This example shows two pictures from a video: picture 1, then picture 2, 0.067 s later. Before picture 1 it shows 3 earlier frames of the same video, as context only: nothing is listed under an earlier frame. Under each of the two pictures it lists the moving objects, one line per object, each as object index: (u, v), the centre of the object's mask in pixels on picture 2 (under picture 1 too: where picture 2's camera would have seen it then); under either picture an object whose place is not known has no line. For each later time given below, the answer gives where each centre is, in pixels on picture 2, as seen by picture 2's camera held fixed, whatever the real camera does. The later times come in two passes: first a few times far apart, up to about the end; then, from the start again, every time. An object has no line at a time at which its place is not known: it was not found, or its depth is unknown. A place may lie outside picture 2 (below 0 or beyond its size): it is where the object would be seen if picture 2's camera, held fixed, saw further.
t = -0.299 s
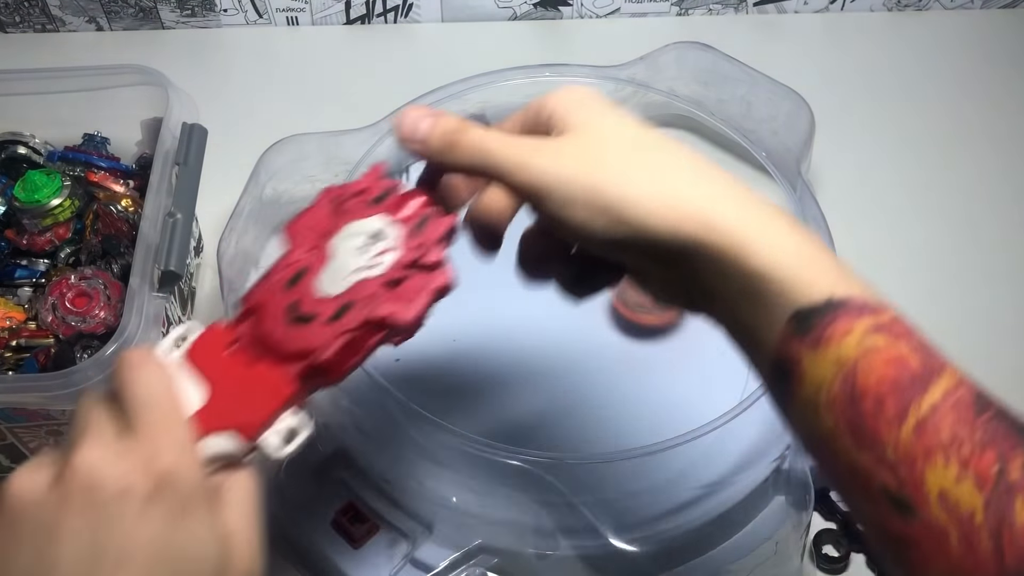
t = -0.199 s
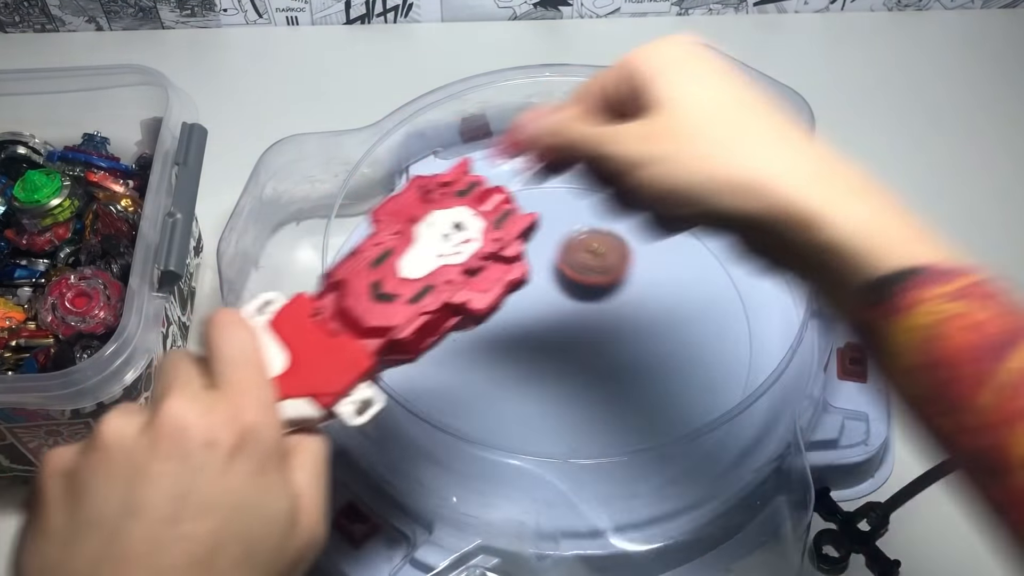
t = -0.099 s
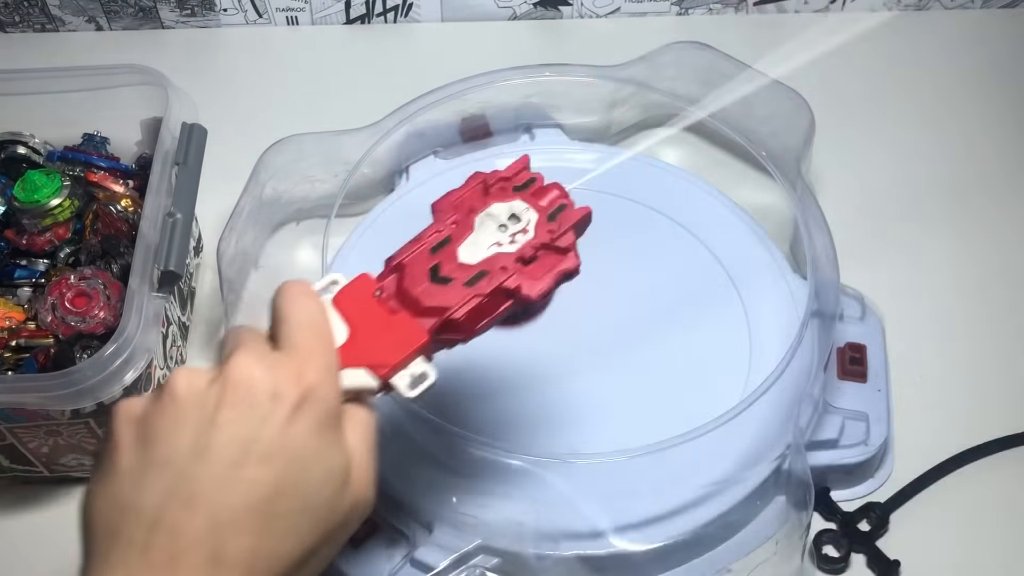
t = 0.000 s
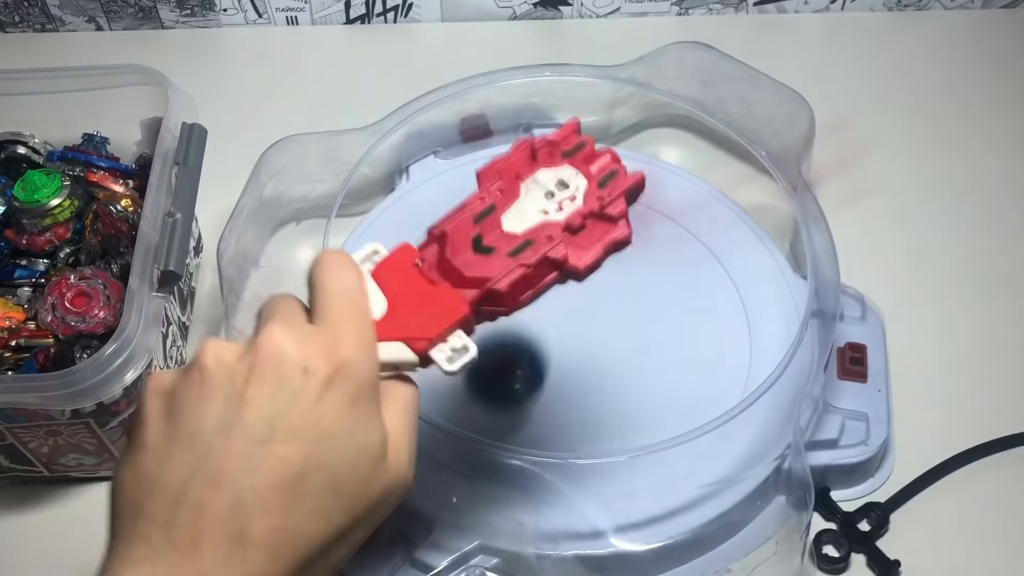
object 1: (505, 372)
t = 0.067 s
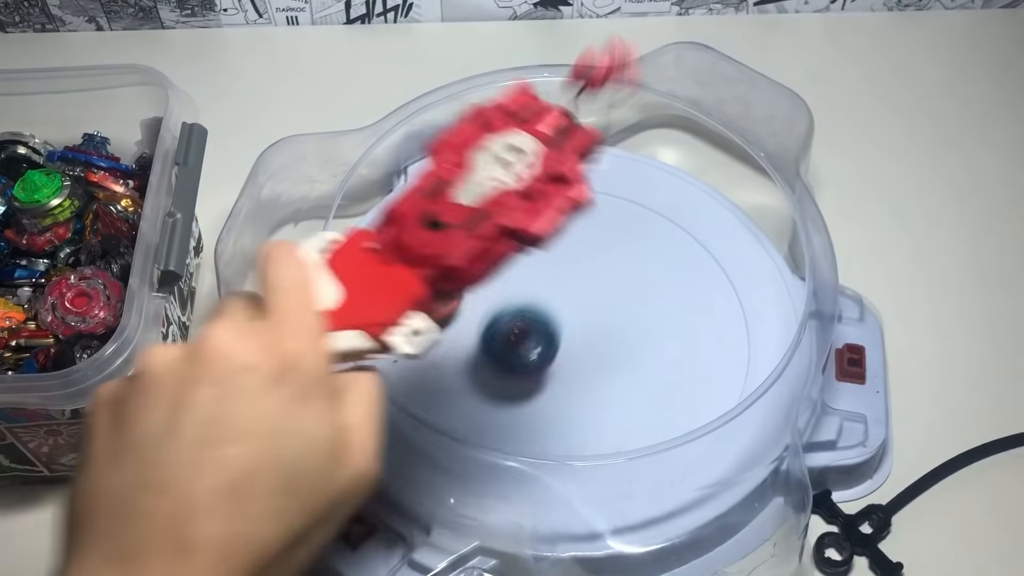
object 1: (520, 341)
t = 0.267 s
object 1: (576, 279)
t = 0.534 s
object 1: (550, 314)
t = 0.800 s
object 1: (636, 386)
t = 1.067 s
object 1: (667, 282)
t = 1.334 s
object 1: (498, 306)
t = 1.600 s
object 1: (596, 384)
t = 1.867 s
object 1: (646, 273)
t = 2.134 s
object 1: (501, 272)
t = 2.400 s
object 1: (526, 405)
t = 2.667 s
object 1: (676, 369)
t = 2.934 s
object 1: (600, 263)
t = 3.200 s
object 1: (470, 309)
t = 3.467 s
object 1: (531, 417)
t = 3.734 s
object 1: (652, 355)
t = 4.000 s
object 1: (580, 256)
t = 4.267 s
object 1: (468, 293)
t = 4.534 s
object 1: (530, 393)
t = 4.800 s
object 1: (653, 349)
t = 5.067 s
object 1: (607, 261)
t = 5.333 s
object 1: (499, 293)
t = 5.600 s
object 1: (513, 394)
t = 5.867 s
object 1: (626, 389)
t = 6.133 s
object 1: (612, 293)
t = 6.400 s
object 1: (514, 257)
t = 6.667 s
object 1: (483, 332)
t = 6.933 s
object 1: (560, 391)
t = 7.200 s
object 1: (638, 361)
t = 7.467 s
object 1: (637, 309)
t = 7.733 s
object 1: (603, 318)
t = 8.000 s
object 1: (663, 326)
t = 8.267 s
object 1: (651, 327)
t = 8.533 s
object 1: (654, 321)
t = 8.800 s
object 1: (659, 370)
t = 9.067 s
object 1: (675, 385)
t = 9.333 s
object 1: (604, 386)
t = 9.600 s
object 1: (544, 401)
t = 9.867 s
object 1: (497, 370)
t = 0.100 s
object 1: (530, 321)
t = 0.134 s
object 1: (539, 311)
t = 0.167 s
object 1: (547, 311)
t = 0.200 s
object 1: (557, 293)
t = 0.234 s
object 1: (567, 283)
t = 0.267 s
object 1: (576, 279)
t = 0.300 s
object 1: (579, 270)
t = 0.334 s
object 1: (582, 274)
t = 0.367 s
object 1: (580, 275)
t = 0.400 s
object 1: (576, 277)
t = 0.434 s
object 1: (570, 282)
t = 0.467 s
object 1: (562, 289)
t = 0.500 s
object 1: (554, 300)
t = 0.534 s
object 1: (550, 314)
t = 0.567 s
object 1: (549, 330)
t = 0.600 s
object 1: (552, 345)
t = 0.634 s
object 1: (559, 358)
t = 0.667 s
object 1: (569, 369)
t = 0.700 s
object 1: (584, 378)
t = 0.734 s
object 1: (600, 384)
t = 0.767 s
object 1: (618, 387)
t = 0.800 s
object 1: (636, 386)
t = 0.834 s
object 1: (653, 381)
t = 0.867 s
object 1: (669, 373)
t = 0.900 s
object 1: (681, 360)
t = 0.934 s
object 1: (689, 346)
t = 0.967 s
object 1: (693, 330)
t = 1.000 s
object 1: (691, 312)
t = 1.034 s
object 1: (682, 297)
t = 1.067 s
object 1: (667, 282)
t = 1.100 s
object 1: (648, 271)
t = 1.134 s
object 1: (625, 265)
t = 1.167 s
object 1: (601, 263)
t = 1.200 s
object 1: (576, 265)
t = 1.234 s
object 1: (552, 270)
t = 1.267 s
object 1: (530, 280)
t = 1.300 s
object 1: (510, 292)
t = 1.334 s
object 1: (498, 306)
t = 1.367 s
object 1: (497, 318)
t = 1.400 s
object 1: (499, 334)
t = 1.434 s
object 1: (505, 349)
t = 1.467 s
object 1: (515, 363)
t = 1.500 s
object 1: (531, 376)
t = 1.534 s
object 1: (552, 384)
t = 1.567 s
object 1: (574, 386)
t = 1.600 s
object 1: (596, 384)
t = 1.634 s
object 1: (617, 377)
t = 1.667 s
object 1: (634, 366)
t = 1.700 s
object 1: (648, 353)
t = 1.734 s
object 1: (657, 337)
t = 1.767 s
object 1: (662, 321)
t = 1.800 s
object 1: (661, 304)
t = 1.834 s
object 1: (656, 287)
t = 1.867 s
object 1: (646, 273)
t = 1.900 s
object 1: (632, 261)
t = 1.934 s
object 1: (615, 252)
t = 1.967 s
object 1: (596, 247)
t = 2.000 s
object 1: (576, 244)
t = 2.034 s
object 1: (555, 246)
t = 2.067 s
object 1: (535, 252)
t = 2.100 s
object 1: (517, 261)
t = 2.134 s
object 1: (501, 272)
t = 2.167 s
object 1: (490, 287)
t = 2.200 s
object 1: (482, 305)
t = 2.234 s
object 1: (478, 323)
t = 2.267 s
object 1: (479, 342)
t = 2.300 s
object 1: (485, 361)
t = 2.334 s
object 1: (494, 377)
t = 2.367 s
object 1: (509, 392)
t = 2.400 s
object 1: (526, 405)
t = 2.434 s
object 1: (548, 413)
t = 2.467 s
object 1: (569, 417)
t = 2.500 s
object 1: (592, 418)
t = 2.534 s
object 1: (614, 415)
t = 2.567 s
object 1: (635, 409)
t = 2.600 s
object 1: (653, 398)
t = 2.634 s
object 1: (667, 384)
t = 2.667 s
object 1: (676, 369)
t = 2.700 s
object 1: (681, 352)
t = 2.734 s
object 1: (680, 334)
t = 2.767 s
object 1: (676, 317)
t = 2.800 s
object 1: (666, 302)
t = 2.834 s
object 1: (653, 288)
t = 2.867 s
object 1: (638, 277)
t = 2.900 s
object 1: (619, 268)
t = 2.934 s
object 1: (600, 263)
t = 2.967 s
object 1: (580, 260)
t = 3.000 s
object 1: (560, 259)
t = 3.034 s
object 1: (541, 262)
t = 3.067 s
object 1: (522, 267)
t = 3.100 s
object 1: (505, 274)
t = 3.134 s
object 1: (491, 284)
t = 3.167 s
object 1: (479, 295)
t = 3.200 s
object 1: (470, 309)
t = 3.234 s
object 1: (464, 325)
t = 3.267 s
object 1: (461, 341)
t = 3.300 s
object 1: (462, 360)
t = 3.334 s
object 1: (468, 374)
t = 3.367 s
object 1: (478, 390)
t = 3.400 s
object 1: (493, 403)
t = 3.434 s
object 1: (511, 411)
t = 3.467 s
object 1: (531, 417)
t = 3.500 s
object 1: (551, 420)
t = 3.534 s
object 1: (572, 420)
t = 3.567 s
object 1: (592, 418)
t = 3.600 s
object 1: (610, 410)
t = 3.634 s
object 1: (625, 399)
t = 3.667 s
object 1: (638, 386)
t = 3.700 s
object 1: (647, 370)
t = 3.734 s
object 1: (652, 355)
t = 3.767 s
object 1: (653, 338)
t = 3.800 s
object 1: (651, 321)
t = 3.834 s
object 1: (645, 306)
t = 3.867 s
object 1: (636, 292)
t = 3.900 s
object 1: (625, 280)
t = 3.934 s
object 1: (611, 270)
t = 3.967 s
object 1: (596, 262)
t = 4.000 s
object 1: (580, 256)
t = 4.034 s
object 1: (563, 252)
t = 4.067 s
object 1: (547, 251)
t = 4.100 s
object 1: (530, 252)
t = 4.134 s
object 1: (513, 255)
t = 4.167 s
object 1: (498, 262)
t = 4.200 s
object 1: (485, 270)
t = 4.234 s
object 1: (475, 280)
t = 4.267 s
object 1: (468, 293)
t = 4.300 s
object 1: (464, 306)
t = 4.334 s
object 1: (463, 322)
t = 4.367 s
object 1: (466, 337)
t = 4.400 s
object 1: (473, 352)
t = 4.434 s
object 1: (483, 366)
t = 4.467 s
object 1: (496, 377)
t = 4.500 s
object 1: (512, 389)
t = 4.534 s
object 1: (530, 393)
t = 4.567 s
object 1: (550, 399)
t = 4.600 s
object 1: (569, 400)
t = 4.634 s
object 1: (588, 398)
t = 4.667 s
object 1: (606, 392)
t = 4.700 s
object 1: (622, 384)
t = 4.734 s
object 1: (635, 374)
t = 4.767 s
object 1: (646, 362)
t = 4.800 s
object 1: (653, 349)
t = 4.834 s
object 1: (658, 336)
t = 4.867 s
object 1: (659, 322)
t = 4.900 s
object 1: (656, 309)
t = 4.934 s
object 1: (652, 296)
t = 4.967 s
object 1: (645, 284)
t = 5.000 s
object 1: (634, 275)
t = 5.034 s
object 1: (622, 267)
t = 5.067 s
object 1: (607, 261)
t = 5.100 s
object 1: (592, 258)
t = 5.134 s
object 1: (577, 255)
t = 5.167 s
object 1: (562, 257)
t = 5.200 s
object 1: (547, 259)
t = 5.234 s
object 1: (532, 265)
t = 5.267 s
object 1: (519, 272)
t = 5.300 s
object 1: (508, 282)
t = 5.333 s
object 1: (499, 293)
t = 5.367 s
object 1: (493, 305)
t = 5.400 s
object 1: (489, 321)
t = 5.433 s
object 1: (487, 334)
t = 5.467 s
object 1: (487, 347)
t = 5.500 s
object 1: (489, 360)
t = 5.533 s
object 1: (494, 373)
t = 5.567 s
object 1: (502, 384)
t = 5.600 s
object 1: (513, 394)
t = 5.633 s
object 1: (526, 402)
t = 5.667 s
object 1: (541, 409)
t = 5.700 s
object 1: (556, 413)
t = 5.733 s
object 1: (571, 414)
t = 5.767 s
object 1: (587, 412)
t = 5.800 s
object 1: (603, 407)
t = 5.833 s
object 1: (616, 399)
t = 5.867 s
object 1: (626, 389)
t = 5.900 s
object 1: (634, 377)
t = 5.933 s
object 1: (640, 365)
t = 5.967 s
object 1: (642, 352)
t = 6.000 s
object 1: (641, 339)
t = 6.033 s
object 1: (637, 326)
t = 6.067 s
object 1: (631, 314)
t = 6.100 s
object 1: (622, 303)
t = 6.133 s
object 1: (612, 293)
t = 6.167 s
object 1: (601, 285)
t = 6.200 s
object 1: (589, 277)
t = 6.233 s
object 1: (577, 270)
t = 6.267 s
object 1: (565, 263)
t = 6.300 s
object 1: (552, 258)
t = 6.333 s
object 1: (539, 257)
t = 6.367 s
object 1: (526, 256)
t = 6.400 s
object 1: (514, 257)
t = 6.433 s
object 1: (502, 261)
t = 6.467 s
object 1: (491, 267)
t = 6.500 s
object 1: (483, 275)
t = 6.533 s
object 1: (477, 285)
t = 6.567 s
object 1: (474, 296)
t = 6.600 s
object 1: (475, 308)
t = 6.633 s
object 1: (478, 320)
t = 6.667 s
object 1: (483, 332)
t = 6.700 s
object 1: (486, 343)
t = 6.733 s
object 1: (490, 353)
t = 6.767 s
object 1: (497, 365)
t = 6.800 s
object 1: (507, 372)
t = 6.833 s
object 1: (519, 381)
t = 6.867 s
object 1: (532, 384)
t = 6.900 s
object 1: (546, 388)
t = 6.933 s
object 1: (560, 391)
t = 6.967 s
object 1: (572, 396)
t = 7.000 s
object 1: (585, 399)
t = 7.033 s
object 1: (598, 398)
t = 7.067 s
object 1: (610, 394)
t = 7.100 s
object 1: (621, 389)
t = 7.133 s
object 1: (629, 380)
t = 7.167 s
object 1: (635, 372)
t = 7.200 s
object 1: (638, 361)
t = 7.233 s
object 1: (639, 351)
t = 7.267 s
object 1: (640, 343)
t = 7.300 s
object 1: (639, 333)
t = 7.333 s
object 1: (636, 325)
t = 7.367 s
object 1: (639, 321)
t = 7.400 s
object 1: (641, 317)
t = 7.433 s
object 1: (641, 313)
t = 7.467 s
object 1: (637, 309)
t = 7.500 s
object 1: (632, 306)
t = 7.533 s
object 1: (626, 303)
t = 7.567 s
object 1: (619, 303)
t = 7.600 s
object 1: (610, 303)
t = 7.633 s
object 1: (600, 305)
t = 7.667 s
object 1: (590, 309)
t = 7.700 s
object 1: (592, 313)
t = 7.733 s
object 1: (603, 318)
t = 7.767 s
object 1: (614, 321)
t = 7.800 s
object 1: (624, 323)
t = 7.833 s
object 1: (633, 324)
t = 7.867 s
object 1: (640, 324)
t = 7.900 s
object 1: (647, 325)
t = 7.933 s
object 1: (653, 325)
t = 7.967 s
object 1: (658, 326)
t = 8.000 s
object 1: (663, 326)
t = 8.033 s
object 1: (667, 326)
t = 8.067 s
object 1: (670, 326)
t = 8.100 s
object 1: (670, 326)
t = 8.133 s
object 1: (669, 326)
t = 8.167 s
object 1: (665, 326)
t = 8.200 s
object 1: (660, 325)
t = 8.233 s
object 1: (654, 327)
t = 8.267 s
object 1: (651, 327)
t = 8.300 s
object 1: (656, 327)
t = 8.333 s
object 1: (663, 327)
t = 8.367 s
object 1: (666, 325)
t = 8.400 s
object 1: (669, 323)
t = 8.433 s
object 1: (668, 322)
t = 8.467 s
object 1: (665, 322)
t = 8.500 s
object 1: (661, 321)
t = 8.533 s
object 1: (654, 321)
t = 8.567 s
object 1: (647, 322)
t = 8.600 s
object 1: (639, 324)
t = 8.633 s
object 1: (630, 326)
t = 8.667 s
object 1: (621, 331)
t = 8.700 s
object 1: (627, 344)
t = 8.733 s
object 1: (641, 357)
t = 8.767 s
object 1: (652, 365)
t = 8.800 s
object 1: (659, 370)
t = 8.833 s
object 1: (666, 374)
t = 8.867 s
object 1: (671, 378)
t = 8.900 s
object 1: (677, 383)
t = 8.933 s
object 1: (681, 386)
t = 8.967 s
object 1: (683, 388)
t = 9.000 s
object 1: (683, 388)
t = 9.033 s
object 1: (680, 388)
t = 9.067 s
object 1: (675, 385)
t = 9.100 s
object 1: (668, 384)
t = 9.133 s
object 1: (658, 382)
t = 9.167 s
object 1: (648, 381)
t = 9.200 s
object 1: (637, 379)
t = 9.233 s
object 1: (626, 379)
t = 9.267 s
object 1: (615, 377)
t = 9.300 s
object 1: (606, 377)
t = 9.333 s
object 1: (604, 386)
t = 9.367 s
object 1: (599, 392)
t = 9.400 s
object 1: (592, 396)
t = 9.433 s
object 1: (584, 398)
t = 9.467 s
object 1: (576, 400)
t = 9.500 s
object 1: (568, 401)
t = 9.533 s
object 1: (560, 402)
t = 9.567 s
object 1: (552, 402)
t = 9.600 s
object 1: (544, 401)
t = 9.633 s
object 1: (537, 399)
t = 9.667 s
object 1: (529, 397)
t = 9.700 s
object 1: (522, 394)
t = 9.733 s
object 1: (516, 391)
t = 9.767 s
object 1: (510, 386)
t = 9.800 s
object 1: (505, 381)
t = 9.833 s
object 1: (501, 376)
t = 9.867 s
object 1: (497, 370)
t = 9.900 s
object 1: (494, 364)
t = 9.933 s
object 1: (491, 358)
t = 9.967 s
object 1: (489, 351)
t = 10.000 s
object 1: (487, 345)
